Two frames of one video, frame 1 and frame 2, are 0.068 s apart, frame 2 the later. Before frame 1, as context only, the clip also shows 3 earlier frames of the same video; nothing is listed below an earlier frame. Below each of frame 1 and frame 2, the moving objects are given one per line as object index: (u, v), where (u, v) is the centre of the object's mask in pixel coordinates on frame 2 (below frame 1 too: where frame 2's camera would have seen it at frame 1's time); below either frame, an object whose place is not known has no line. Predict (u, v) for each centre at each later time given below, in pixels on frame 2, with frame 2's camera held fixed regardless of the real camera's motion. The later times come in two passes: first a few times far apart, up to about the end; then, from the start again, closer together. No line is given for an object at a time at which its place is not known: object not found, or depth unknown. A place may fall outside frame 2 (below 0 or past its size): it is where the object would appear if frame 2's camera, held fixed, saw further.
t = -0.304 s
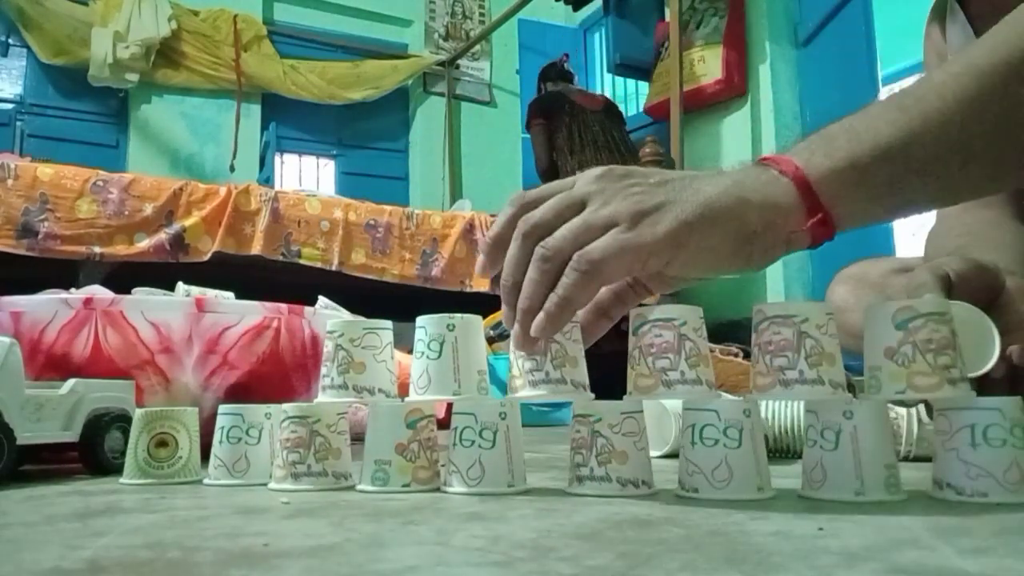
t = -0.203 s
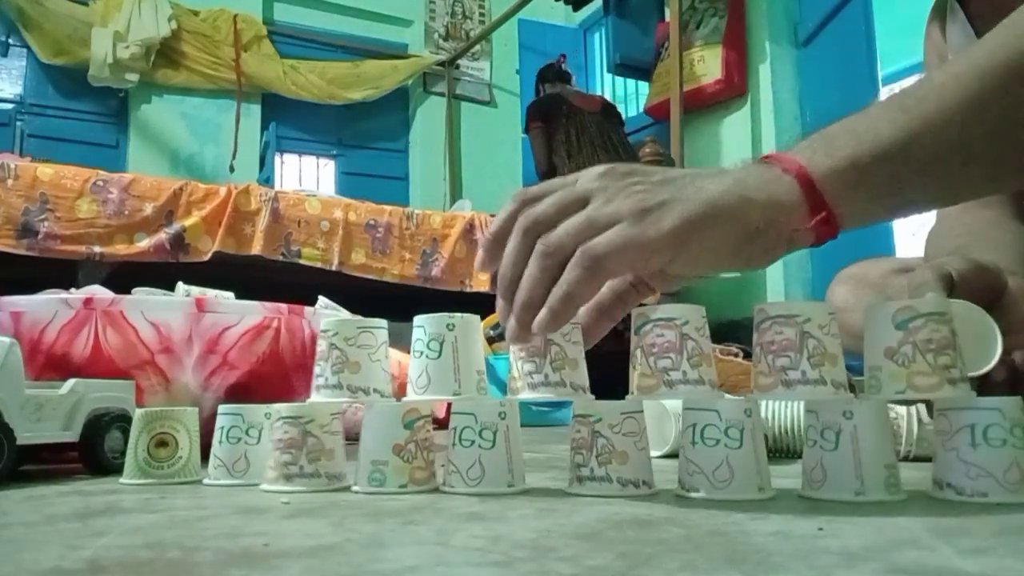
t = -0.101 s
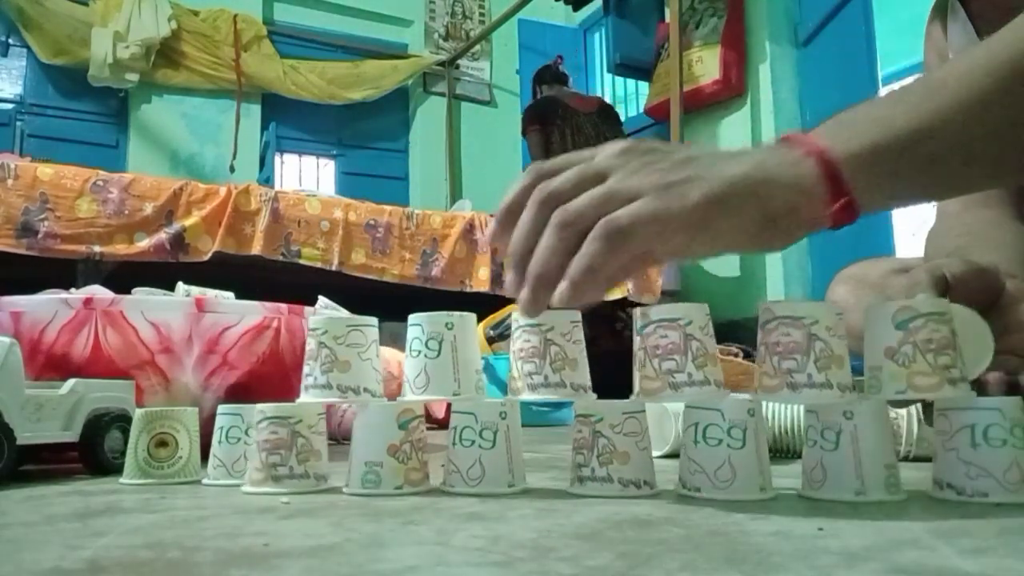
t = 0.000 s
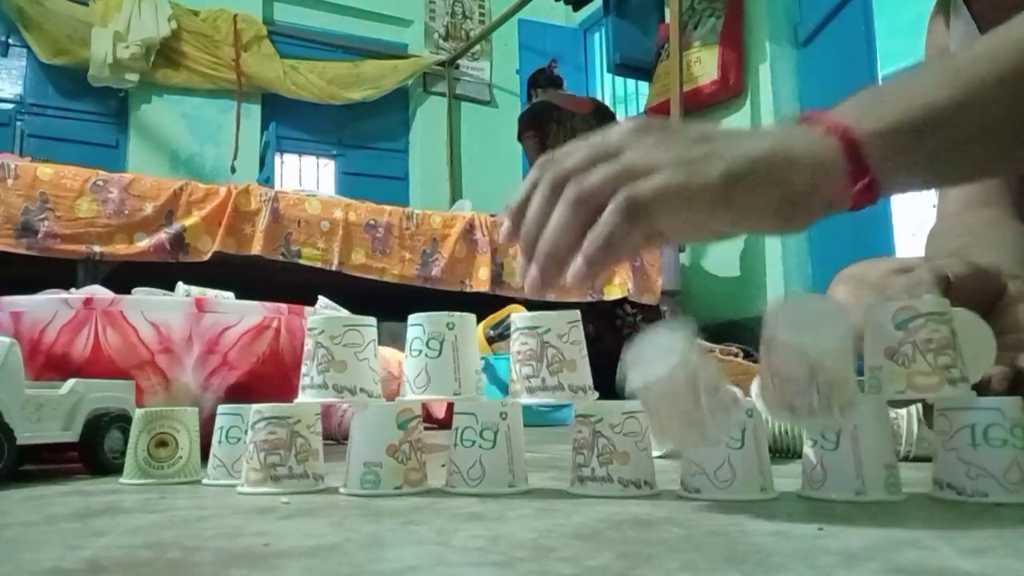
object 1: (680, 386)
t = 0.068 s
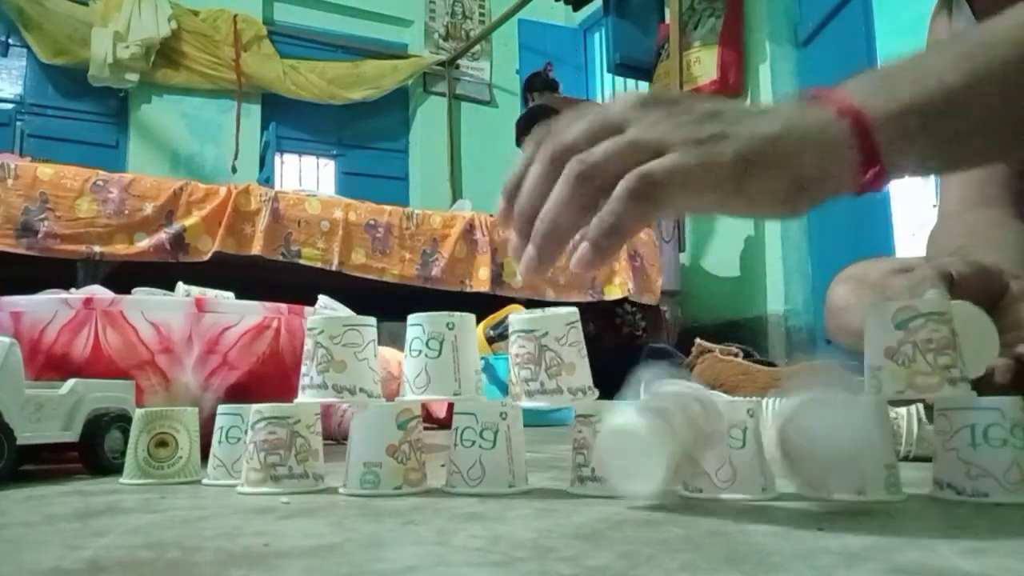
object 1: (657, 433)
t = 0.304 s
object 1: (569, 462)
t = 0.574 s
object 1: (487, 478)
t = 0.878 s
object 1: (361, 480)
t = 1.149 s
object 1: (330, 481)
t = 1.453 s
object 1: (413, 481)
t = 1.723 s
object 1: (597, 477)
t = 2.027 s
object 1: (706, 473)
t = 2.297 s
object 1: (757, 465)
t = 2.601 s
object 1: (777, 458)
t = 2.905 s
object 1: (777, 461)
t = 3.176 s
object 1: (772, 466)
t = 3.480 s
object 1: (735, 475)
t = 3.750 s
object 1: (598, 485)
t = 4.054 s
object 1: (304, 488)
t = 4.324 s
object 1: (185, 485)
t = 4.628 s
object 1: (121, 481)
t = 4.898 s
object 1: (100, 478)
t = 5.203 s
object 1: (96, 477)
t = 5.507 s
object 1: (99, 477)
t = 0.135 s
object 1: (616, 398)
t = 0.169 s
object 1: (594, 417)
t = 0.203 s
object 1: (563, 419)
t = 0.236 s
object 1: (566, 437)
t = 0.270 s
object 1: (564, 437)
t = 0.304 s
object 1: (569, 462)
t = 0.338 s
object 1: (566, 453)
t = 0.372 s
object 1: (568, 470)
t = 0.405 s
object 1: (561, 470)
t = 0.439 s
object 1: (553, 467)
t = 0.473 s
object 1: (540, 476)
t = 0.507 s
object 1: (524, 477)
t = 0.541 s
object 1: (504, 479)
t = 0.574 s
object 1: (487, 478)
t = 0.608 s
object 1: (471, 479)
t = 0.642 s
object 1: (453, 479)
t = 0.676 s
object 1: (435, 481)
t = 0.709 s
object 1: (418, 481)
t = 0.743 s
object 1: (404, 481)
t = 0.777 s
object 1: (391, 481)
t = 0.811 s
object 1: (376, 480)
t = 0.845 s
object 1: (369, 480)
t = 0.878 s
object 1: (361, 480)
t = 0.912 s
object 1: (354, 480)
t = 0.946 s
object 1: (349, 480)
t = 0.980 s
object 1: (345, 481)
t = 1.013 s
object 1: (341, 481)
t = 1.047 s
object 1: (338, 481)
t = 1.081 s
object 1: (334, 481)
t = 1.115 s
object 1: (332, 481)
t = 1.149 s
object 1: (330, 481)
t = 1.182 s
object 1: (330, 481)
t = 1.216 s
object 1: (331, 481)
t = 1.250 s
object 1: (337, 481)
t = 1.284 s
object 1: (344, 481)
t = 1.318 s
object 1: (352, 481)
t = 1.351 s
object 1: (363, 480)
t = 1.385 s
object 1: (377, 482)
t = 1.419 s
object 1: (394, 481)
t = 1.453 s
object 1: (413, 481)
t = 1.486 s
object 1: (437, 479)
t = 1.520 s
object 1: (460, 479)
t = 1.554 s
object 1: (486, 480)
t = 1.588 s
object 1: (509, 480)
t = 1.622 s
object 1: (536, 479)
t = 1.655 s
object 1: (557, 478)
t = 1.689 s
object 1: (578, 478)
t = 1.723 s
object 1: (597, 477)
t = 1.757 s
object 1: (614, 478)
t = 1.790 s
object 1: (630, 477)
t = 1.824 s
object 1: (645, 476)
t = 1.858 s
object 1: (657, 475)
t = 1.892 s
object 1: (670, 475)
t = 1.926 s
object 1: (681, 473)
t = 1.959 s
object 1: (691, 473)
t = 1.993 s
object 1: (698, 472)
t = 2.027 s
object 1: (706, 473)
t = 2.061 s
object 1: (713, 472)
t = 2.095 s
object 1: (720, 471)
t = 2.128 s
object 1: (726, 471)
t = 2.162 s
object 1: (732, 470)
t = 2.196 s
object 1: (740, 469)
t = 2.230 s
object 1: (744, 468)
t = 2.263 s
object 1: (751, 467)
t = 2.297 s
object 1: (757, 465)
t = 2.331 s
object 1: (763, 465)
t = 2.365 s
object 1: (765, 464)
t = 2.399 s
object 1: (766, 462)
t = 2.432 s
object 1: (768, 461)
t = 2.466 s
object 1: (769, 460)
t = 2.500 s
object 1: (772, 460)
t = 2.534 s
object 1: (775, 459)
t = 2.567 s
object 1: (776, 458)
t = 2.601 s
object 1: (777, 458)
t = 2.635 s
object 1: (776, 458)
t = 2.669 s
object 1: (777, 459)
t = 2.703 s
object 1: (778, 459)
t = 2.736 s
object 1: (778, 460)
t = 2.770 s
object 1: (778, 460)
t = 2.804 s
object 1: (778, 460)
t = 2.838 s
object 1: (778, 461)
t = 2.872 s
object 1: (777, 461)
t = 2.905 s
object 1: (777, 461)
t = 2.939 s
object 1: (776, 462)
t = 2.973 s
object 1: (775, 463)
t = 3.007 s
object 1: (775, 463)
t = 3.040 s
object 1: (775, 463)
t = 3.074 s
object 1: (775, 464)
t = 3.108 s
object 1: (775, 465)
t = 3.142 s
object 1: (773, 466)
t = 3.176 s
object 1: (772, 466)
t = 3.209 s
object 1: (770, 467)
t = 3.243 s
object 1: (769, 468)
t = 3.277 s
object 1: (767, 469)
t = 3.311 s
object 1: (764, 470)
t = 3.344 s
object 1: (760, 471)
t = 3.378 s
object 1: (756, 472)
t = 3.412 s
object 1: (750, 473)
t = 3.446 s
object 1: (744, 474)
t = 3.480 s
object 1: (735, 475)
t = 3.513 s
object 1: (727, 476)
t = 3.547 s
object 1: (719, 476)
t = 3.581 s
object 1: (704, 479)
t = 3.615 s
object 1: (692, 479)
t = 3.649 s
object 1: (673, 481)
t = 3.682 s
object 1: (651, 482)
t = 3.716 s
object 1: (628, 484)
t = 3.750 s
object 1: (598, 485)
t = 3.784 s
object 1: (570, 487)
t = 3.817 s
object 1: (530, 485)
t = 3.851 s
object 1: (496, 486)
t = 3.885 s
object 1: (454, 486)
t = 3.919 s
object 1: (416, 487)
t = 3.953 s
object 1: (382, 487)
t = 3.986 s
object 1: (351, 487)
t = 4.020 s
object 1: (324, 489)
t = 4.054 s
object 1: (304, 488)
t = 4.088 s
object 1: (284, 488)
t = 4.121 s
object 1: (266, 487)
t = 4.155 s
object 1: (249, 487)
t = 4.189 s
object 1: (235, 486)
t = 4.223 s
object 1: (221, 487)
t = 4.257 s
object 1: (209, 486)
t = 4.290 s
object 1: (196, 485)
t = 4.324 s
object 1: (185, 485)
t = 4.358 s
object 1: (175, 484)
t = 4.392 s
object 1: (165, 484)
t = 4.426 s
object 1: (156, 484)
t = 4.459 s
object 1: (148, 484)
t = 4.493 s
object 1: (140, 483)
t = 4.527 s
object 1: (135, 482)
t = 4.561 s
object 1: (129, 482)
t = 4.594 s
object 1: (124, 481)
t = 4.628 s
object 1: (121, 481)
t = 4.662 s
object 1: (116, 481)
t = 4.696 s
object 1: (112, 480)
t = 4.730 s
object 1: (108, 480)
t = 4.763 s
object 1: (106, 479)
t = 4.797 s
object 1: (104, 479)
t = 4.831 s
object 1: (103, 479)
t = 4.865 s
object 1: (101, 478)
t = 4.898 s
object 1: (100, 478)
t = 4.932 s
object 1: (100, 478)
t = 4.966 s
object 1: (99, 478)
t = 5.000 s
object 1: (99, 478)
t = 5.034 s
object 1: (98, 477)
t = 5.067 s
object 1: (98, 477)
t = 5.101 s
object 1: (98, 477)
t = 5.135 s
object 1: (97, 477)
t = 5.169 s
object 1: (97, 477)
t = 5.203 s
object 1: (96, 477)
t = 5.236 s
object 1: (96, 477)
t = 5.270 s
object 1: (96, 477)
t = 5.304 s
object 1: (97, 477)
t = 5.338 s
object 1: (97, 477)
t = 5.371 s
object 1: (97, 477)
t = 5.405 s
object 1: (98, 477)
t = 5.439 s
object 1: (98, 477)
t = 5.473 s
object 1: (98, 477)
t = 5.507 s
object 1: (99, 477)
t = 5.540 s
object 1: (100, 478)
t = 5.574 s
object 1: (101, 478)
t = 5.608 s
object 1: (102, 478)
